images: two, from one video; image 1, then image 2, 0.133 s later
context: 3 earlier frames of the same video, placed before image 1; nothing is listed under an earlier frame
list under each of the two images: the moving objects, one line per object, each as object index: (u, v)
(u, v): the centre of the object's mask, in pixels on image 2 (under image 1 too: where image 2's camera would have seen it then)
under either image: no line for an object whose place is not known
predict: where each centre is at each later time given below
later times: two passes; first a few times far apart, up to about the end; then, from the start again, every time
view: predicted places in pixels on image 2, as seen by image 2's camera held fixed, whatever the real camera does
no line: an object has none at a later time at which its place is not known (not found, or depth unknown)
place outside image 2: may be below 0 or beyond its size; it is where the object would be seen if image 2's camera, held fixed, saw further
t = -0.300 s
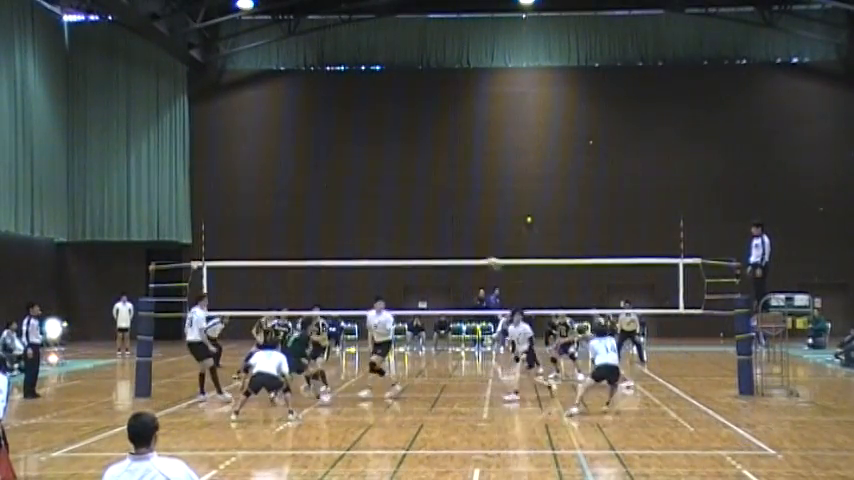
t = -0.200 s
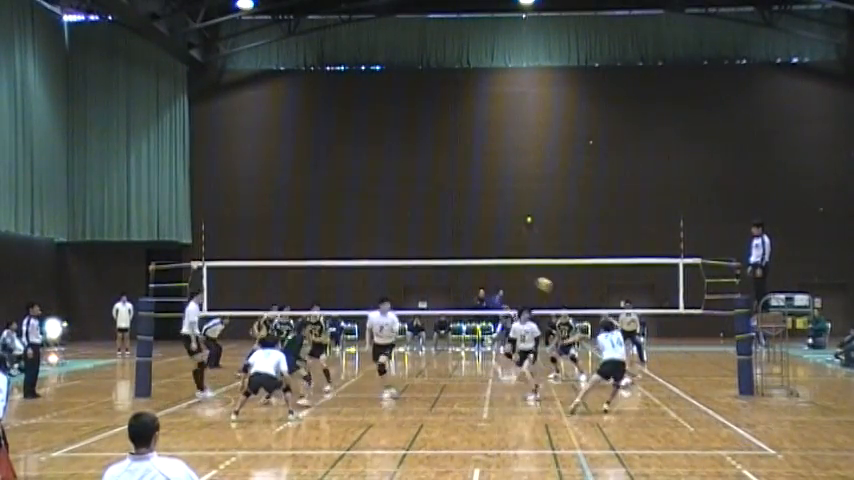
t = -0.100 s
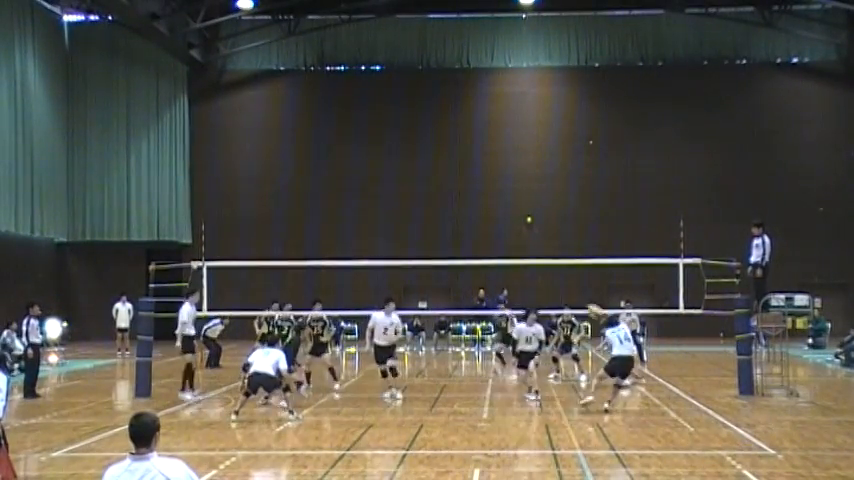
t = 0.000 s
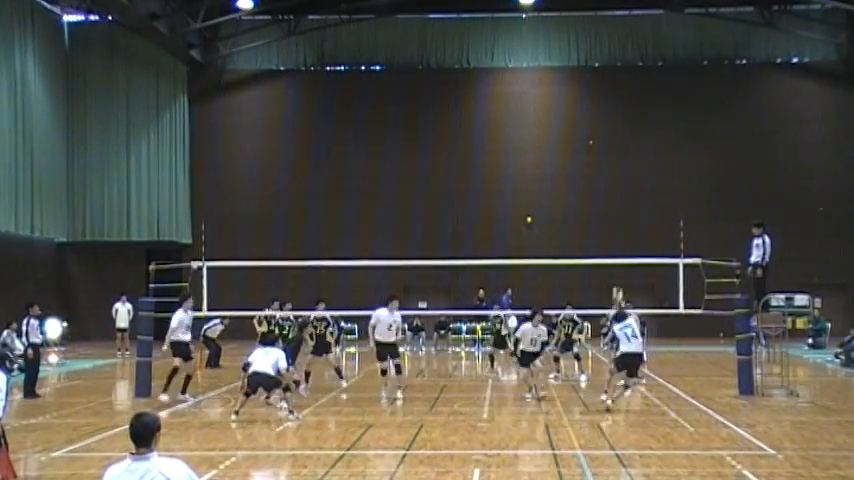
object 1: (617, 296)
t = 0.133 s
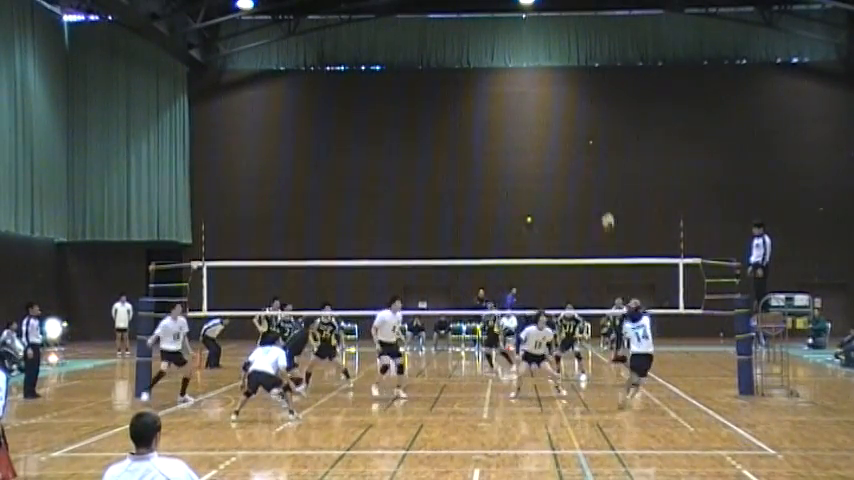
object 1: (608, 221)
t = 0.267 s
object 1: (600, 161)
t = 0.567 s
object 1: (582, 68)
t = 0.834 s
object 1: (568, 33)
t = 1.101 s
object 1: (553, 38)
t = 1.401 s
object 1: (538, 90)
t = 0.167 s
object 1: (606, 204)
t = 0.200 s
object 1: (603, 190)
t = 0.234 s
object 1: (602, 175)
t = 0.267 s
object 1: (600, 161)
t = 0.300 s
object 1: (597, 147)
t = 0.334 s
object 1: (595, 136)
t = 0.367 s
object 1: (594, 124)
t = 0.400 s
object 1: (591, 111)
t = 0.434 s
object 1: (590, 101)
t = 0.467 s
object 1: (588, 92)
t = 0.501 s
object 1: (585, 83)
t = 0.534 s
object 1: (584, 75)
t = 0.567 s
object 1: (582, 68)
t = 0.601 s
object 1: (580, 61)
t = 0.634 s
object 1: (579, 55)
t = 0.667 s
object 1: (576, 48)
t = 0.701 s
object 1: (575, 44)
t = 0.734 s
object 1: (573, 40)
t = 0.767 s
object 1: (571, 37)
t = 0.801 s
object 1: (570, 35)
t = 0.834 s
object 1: (568, 33)
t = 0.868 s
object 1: (566, 31)
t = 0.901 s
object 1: (564, 30)
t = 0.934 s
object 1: (562, 30)
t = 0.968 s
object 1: (560, 30)
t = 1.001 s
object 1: (559, 31)
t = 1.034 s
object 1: (557, 33)
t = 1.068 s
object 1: (555, 35)
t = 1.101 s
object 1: (553, 38)
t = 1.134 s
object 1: (552, 41)
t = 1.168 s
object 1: (550, 44)
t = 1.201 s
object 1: (549, 49)
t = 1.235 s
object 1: (547, 55)
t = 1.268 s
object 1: (545, 61)
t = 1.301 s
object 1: (544, 68)
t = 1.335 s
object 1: (542, 75)
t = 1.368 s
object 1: (540, 83)
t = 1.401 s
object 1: (538, 90)
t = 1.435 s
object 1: (537, 98)
